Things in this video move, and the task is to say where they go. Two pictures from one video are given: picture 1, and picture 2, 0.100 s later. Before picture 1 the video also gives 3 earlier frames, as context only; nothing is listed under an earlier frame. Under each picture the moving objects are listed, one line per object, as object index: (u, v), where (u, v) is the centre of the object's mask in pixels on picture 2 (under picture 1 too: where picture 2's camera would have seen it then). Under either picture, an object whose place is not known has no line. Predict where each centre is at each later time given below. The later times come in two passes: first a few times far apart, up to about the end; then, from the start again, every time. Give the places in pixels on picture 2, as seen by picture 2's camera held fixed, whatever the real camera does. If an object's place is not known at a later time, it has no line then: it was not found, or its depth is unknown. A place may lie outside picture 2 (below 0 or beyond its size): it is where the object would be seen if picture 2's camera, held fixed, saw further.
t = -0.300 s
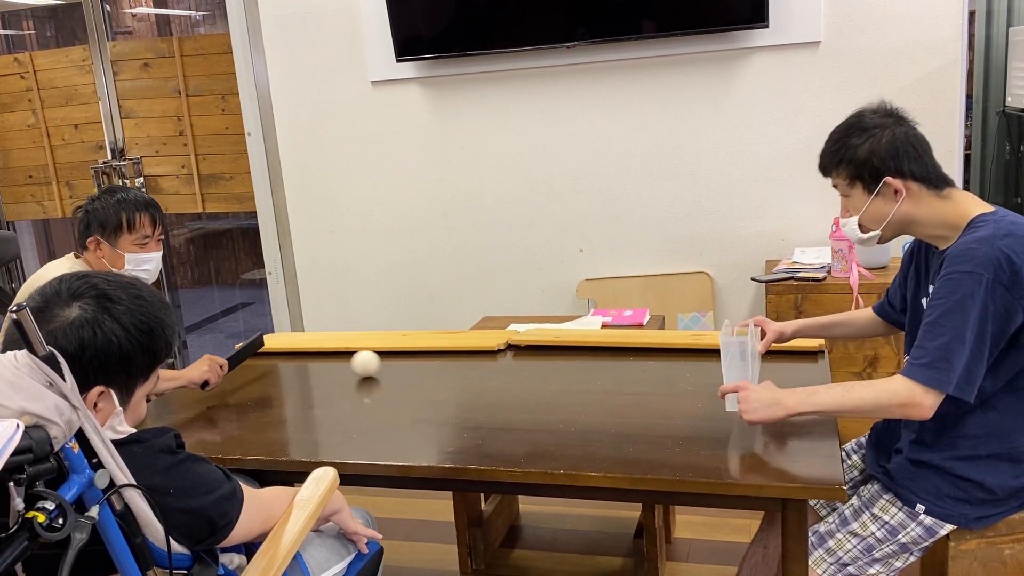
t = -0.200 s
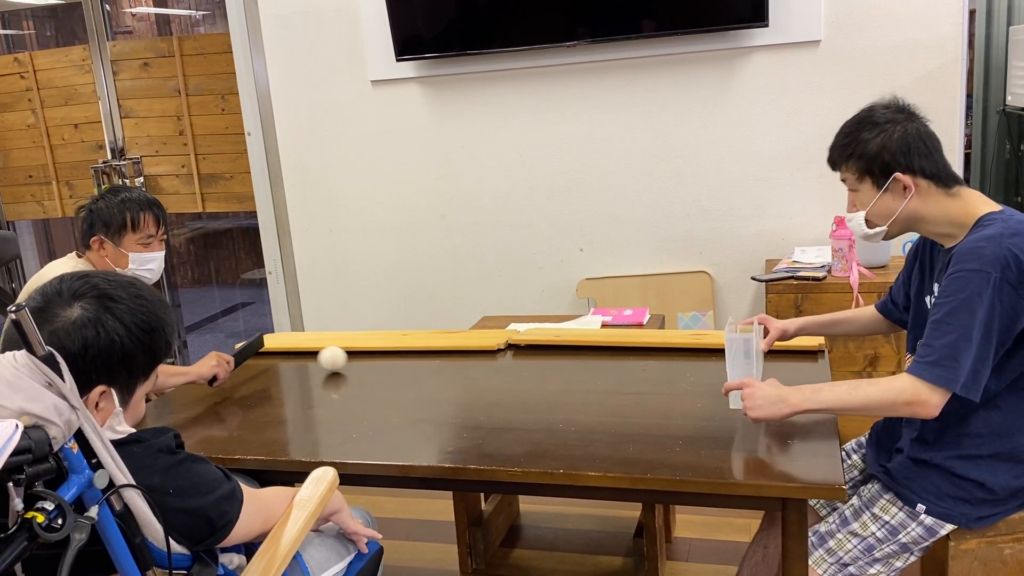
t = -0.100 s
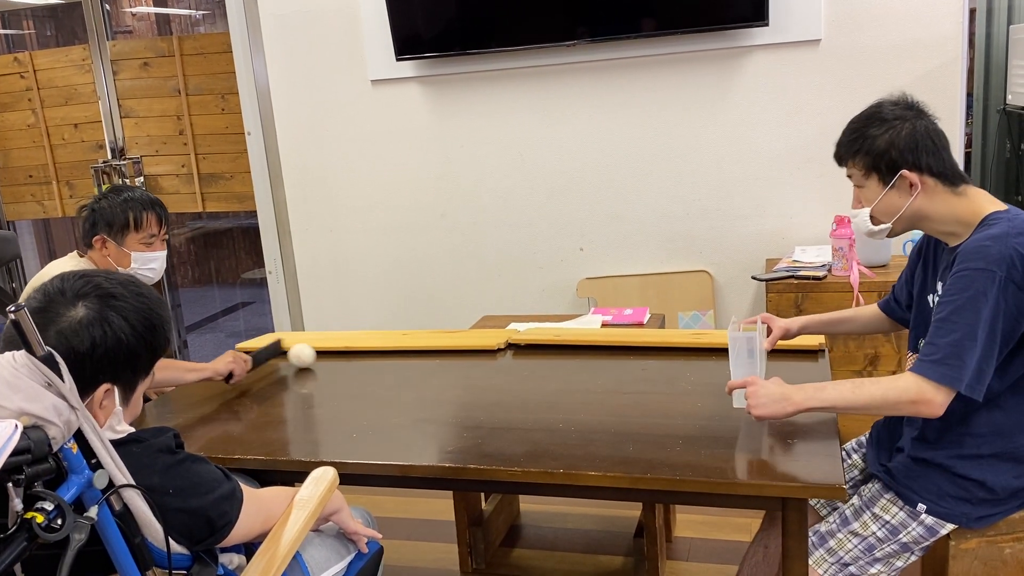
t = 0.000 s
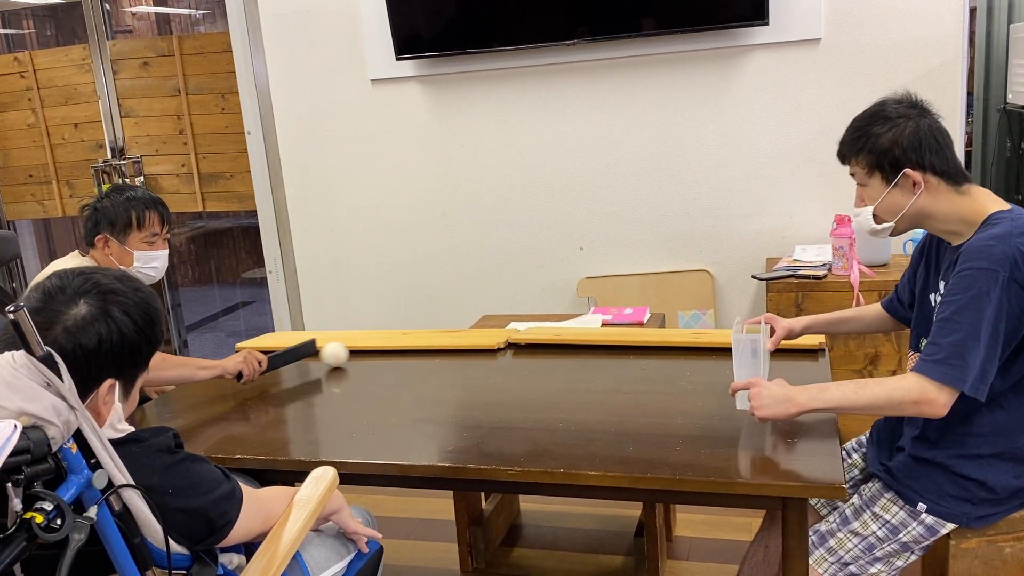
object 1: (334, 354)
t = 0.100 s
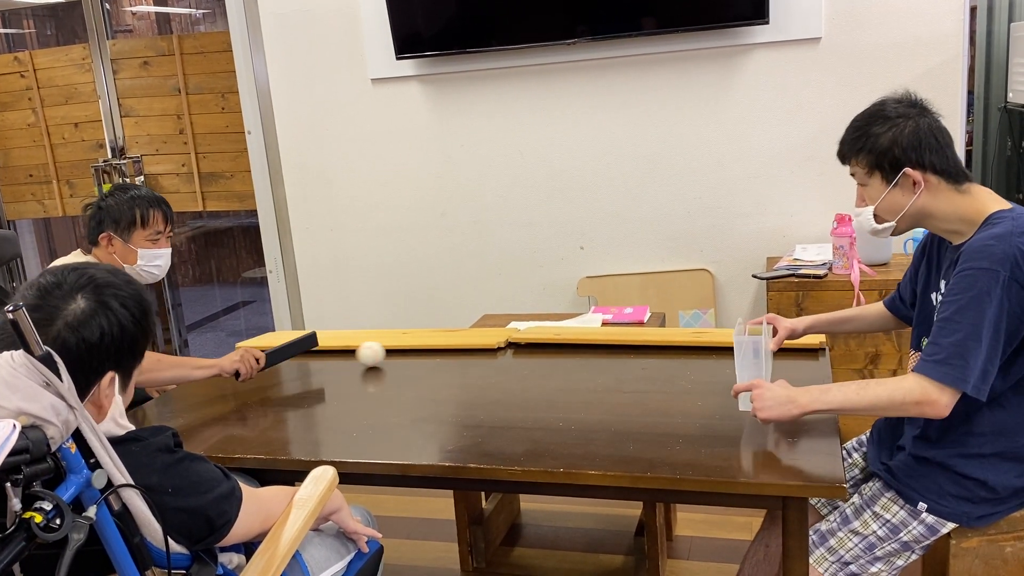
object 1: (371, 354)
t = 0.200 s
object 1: (407, 354)
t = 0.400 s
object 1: (479, 355)
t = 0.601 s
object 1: (551, 355)
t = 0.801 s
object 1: (623, 355)
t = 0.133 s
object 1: (382, 354)
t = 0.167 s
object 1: (394, 354)
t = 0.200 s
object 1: (407, 354)
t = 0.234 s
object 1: (419, 354)
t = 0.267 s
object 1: (431, 355)
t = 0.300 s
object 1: (443, 354)
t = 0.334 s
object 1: (455, 354)
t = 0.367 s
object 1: (467, 355)
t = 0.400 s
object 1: (479, 355)
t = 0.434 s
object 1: (491, 355)
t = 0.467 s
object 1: (504, 355)
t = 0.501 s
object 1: (516, 355)
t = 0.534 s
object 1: (527, 355)
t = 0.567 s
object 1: (539, 354)
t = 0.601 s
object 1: (551, 355)
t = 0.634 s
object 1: (563, 354)
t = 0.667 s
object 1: (576, 354)
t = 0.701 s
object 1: (588, 355)
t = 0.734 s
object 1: (600, 355)
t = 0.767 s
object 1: (611, 355)
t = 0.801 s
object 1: (623, 355)
